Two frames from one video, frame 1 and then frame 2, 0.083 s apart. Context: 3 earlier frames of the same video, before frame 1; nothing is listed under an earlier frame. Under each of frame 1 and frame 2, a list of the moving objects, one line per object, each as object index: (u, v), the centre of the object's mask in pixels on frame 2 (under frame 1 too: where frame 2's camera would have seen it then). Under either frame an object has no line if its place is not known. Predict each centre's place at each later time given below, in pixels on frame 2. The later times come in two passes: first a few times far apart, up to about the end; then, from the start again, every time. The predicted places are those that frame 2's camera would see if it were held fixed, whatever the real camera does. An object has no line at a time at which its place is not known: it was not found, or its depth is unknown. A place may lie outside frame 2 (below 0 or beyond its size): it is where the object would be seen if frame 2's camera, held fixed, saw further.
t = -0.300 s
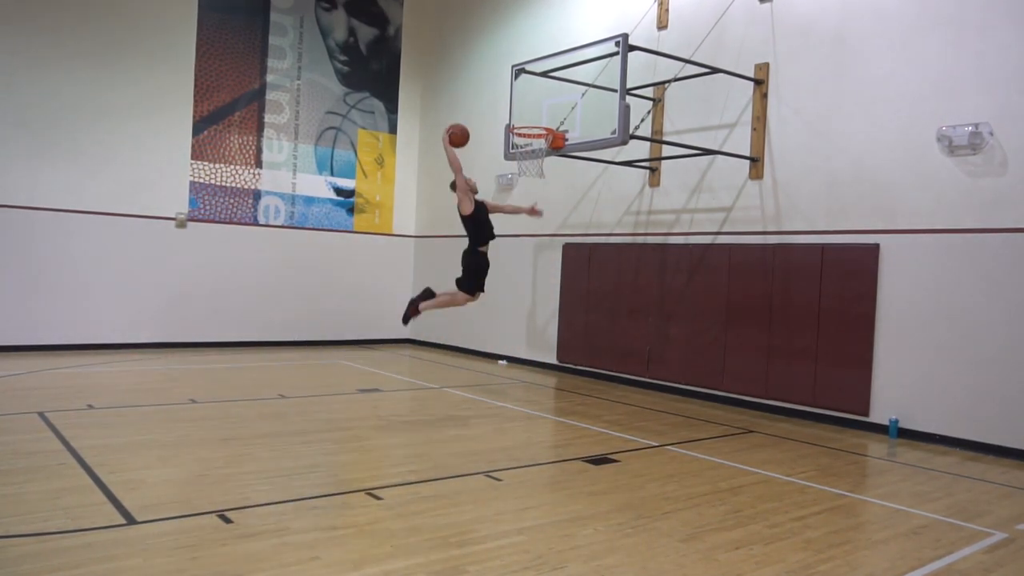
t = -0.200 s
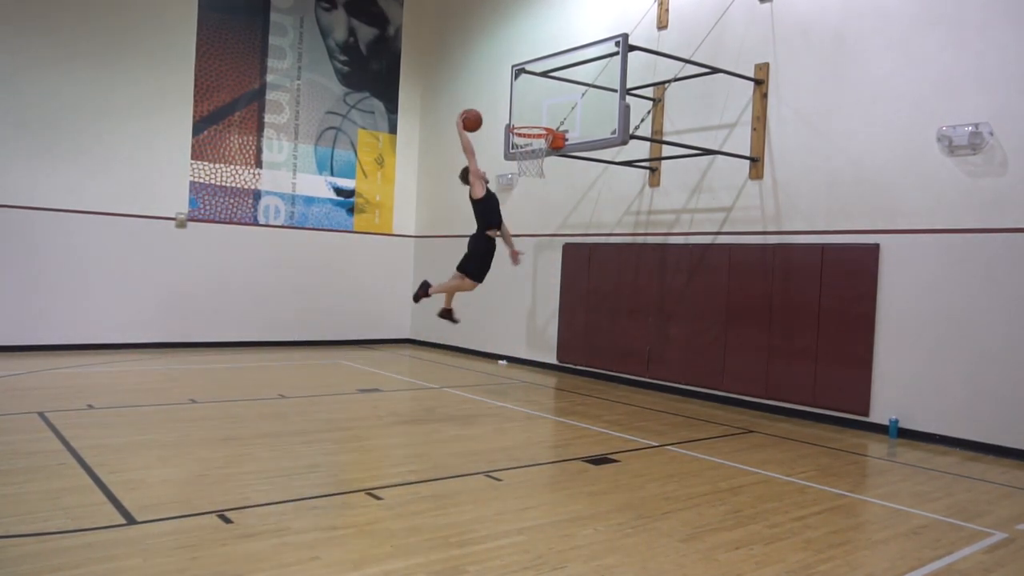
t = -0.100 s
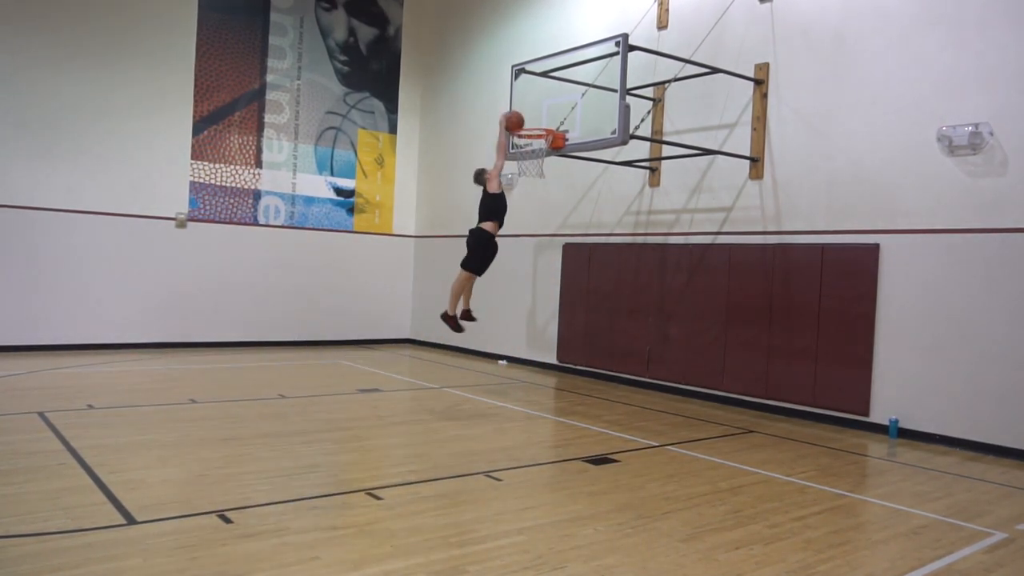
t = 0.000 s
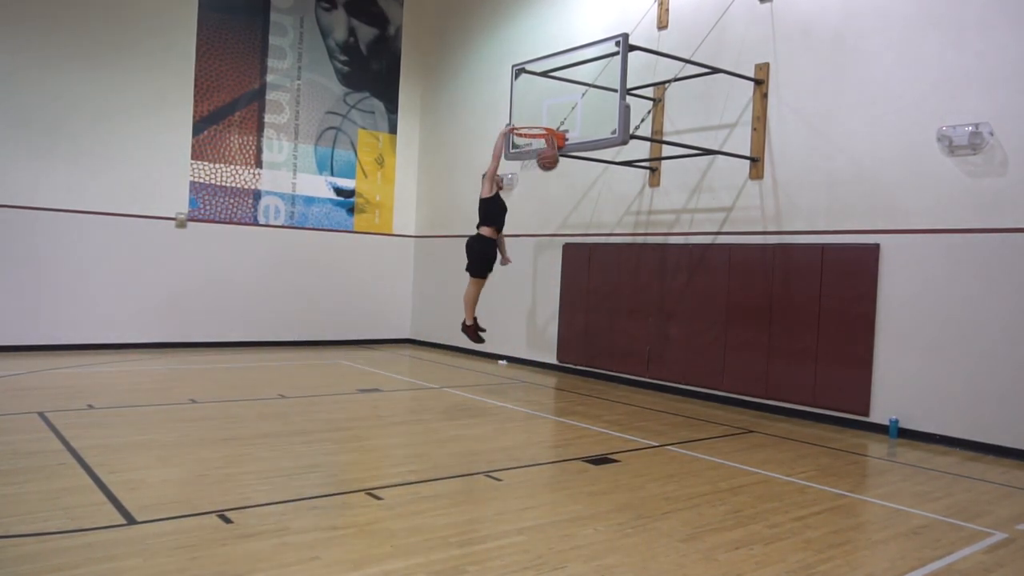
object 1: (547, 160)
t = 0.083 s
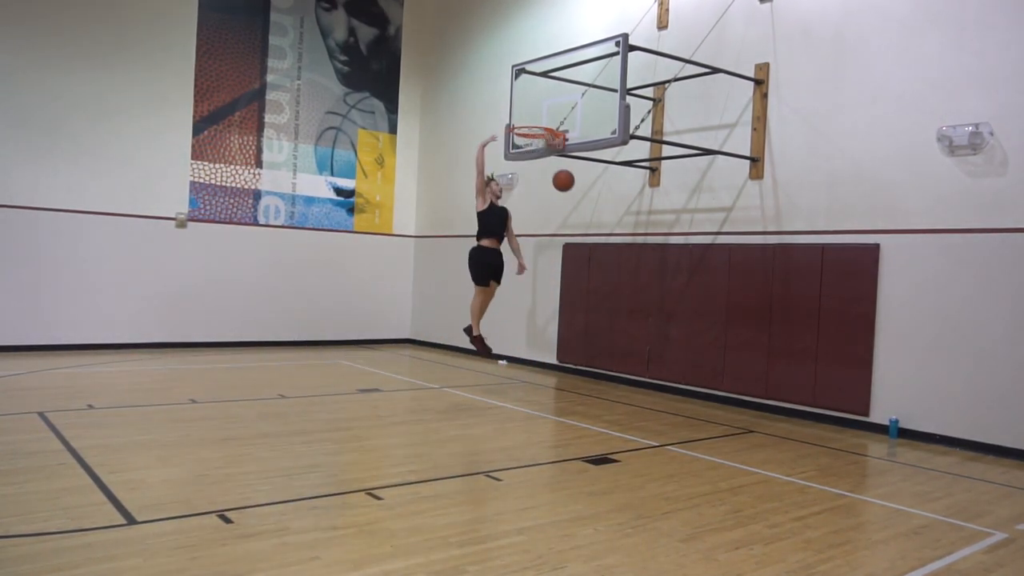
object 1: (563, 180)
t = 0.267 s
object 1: (593, 241)
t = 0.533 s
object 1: (636, 376)
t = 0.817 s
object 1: (640, 306)
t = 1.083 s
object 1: (637, 262)
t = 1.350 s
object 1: (631, 277)
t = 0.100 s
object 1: (566, 185)
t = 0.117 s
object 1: (568, 188)
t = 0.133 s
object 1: (571, 193)
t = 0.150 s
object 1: (573, 198)
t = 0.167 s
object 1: (576, 204)
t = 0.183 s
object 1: (579, 210)
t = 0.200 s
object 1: (582, 215)
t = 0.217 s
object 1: (585, 222)
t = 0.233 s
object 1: (587, 228)
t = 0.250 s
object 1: (591, 235)
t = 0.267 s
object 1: (593, 241)
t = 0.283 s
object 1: (596, 249)
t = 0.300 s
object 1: (599, 255)
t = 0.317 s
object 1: (601, 263)
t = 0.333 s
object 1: (604, 270)
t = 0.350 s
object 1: (606, 278)
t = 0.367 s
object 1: (609, 286)
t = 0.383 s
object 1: (612, 294)
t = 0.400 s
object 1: (614, 302)
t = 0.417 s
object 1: (617, 311)
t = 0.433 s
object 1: (619, 321)
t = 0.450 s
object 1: (622, 329)
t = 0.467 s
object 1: (625, 339)
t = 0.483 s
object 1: (627, 347)
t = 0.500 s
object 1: (630, 356)
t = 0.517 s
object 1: (632, 366)
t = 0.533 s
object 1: (636, 376)
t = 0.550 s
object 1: (637, 387)
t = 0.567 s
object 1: (640, 397)
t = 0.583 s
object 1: (641, 395)
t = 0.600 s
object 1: (641, 387)
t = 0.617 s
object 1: (641, 379)
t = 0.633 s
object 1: (640, 371)
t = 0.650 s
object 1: (641, 363)
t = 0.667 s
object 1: (641, 358)
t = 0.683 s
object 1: (640, 351)
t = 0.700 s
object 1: (640, 345)
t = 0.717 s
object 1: (641, 338)
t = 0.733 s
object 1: (640, 332)
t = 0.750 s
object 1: (640, 327)
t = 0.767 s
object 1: (641, 321)
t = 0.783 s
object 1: (640, 316)
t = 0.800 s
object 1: (640, 311)
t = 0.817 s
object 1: (640, 306)
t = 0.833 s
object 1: (640, 302)
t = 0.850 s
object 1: (640, 297)
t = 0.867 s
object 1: (640, 293)
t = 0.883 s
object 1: (640, 289)
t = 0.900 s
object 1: (640, 286)
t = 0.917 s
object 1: (640, 283)
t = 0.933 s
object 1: (639, 280)
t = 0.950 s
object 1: (639, 277)
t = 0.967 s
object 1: (639, 274)
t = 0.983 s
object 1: (639, 272)
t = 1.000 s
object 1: (638, 269)
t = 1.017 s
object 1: (638, 268)
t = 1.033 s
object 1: (638, 266)
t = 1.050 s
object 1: (637, 264)
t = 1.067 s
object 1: (637, 263)
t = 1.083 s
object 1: (637, 262)
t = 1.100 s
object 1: (636, 262)
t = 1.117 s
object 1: (636, 261)
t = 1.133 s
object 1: (636, 261)
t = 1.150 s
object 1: (636, 261)
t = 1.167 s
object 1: (635, 261)
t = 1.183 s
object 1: (635, 261)
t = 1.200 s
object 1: (634, 262)
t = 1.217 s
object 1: (634, 262)
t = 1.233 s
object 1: (634, 263)
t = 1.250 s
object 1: (633, 265)
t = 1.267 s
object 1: (633, 267)
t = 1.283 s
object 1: (633, 268)
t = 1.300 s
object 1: (632, 270)
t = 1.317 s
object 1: (632, 272)
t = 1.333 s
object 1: (631, 275)
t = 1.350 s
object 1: (631, 277)
